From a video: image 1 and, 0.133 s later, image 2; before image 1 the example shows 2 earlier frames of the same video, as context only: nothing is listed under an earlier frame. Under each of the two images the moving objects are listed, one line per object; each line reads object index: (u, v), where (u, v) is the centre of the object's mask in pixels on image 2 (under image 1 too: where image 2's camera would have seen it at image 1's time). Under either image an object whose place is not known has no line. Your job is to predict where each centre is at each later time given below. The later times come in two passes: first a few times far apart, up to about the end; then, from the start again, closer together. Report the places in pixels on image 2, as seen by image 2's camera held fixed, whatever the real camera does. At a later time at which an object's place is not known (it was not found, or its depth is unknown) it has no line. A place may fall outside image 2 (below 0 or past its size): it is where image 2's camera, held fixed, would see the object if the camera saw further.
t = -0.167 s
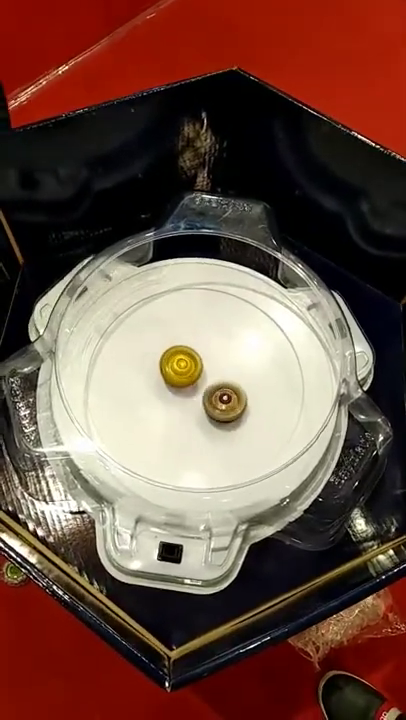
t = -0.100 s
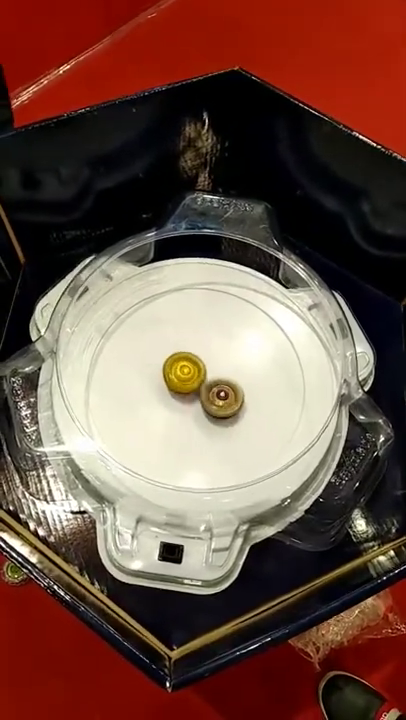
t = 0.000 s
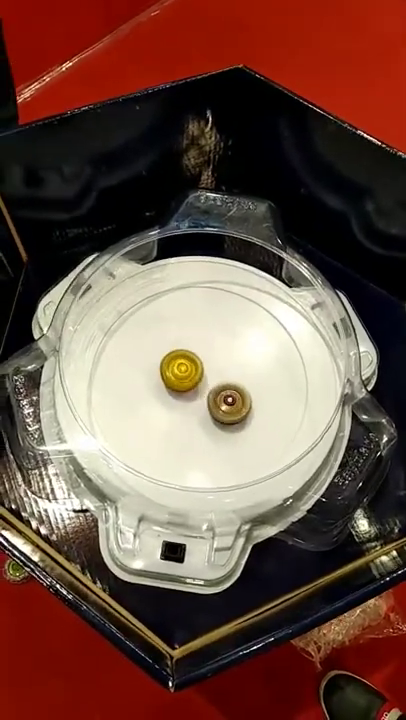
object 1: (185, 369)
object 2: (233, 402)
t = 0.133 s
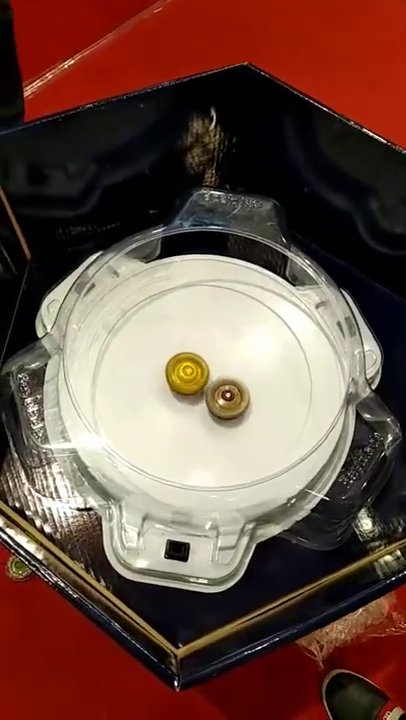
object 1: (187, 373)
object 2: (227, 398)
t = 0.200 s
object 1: (184, 374)
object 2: (227, 397)
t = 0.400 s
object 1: (167, 370)
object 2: (248, 397)
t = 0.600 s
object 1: (169, 369)
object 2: (245, 390)
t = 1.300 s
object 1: (172, 393)
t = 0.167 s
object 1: (185, 373)
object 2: (228, 398)
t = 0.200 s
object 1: (184, 374)
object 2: (227, 397)
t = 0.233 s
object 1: (184, 375)
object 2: (227, 396)
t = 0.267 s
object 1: (184, 376)
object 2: (226, 394)
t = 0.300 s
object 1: (177, 374)
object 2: (234, 396)
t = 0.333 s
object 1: (172, 372)
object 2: (241, 397)
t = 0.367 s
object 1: (169, 371)
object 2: (246, 398)
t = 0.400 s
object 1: (167, 370)
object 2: (248, 397)
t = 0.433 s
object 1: (167, 369)
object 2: (249, 397)
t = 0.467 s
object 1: (166, 369)
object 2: (250, 395)
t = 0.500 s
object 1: (167, 369)
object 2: (248, 394)
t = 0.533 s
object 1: (167, 369)
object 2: (248, 393)
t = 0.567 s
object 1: (168, 369)
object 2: (247, 391)
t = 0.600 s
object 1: (169, 369)
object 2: (245, 390)
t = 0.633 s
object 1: (171, 369)
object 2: (244, 389)
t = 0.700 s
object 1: (174, 371)
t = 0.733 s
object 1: (176, 372)
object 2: (241, 386)
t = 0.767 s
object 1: (178, 373)
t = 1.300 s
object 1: (172, 393)
